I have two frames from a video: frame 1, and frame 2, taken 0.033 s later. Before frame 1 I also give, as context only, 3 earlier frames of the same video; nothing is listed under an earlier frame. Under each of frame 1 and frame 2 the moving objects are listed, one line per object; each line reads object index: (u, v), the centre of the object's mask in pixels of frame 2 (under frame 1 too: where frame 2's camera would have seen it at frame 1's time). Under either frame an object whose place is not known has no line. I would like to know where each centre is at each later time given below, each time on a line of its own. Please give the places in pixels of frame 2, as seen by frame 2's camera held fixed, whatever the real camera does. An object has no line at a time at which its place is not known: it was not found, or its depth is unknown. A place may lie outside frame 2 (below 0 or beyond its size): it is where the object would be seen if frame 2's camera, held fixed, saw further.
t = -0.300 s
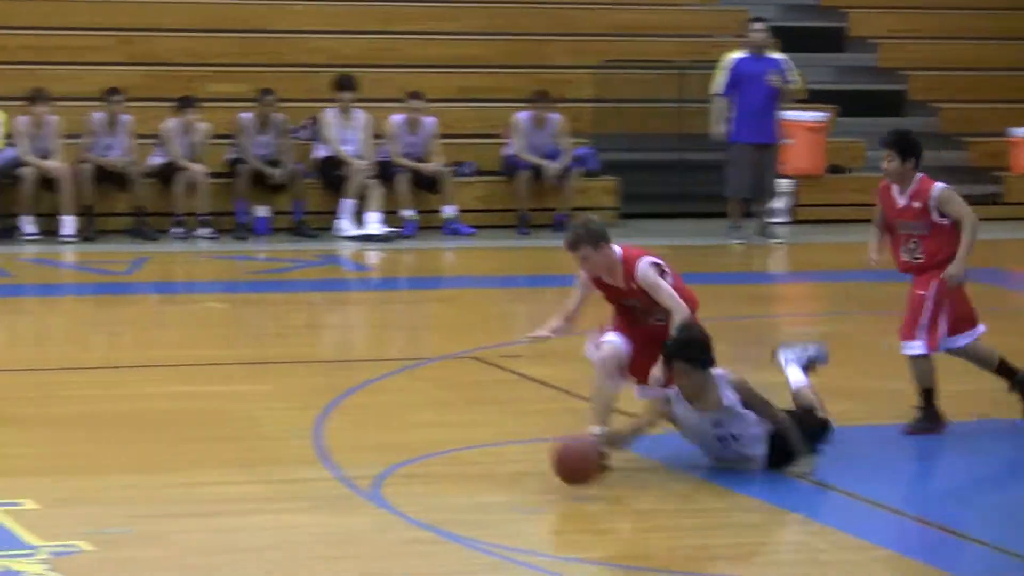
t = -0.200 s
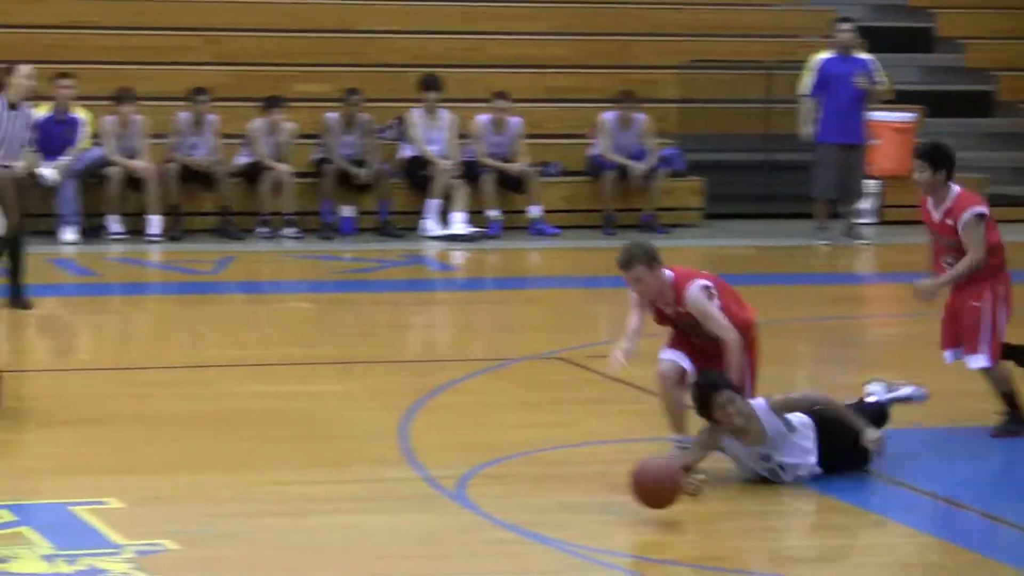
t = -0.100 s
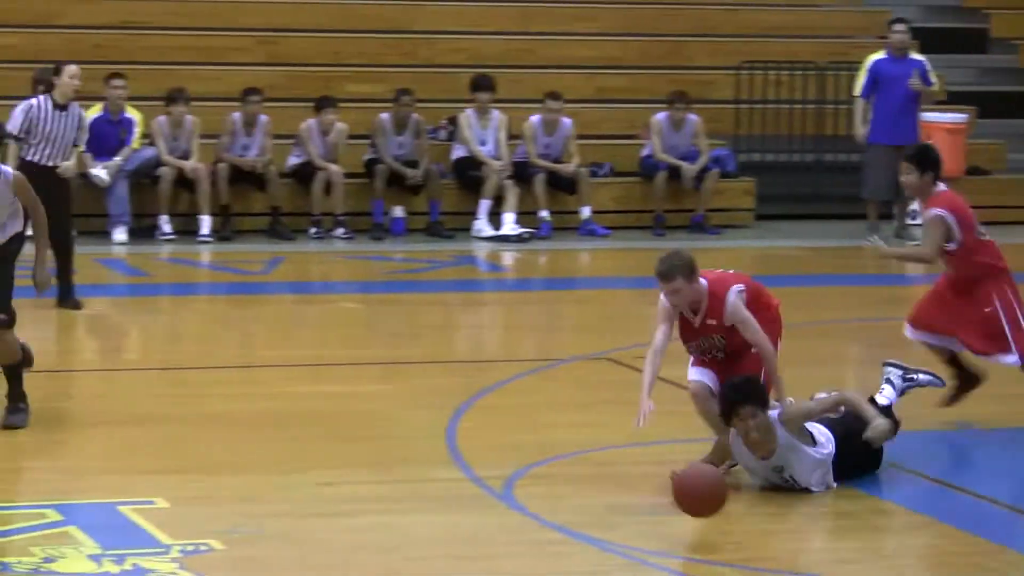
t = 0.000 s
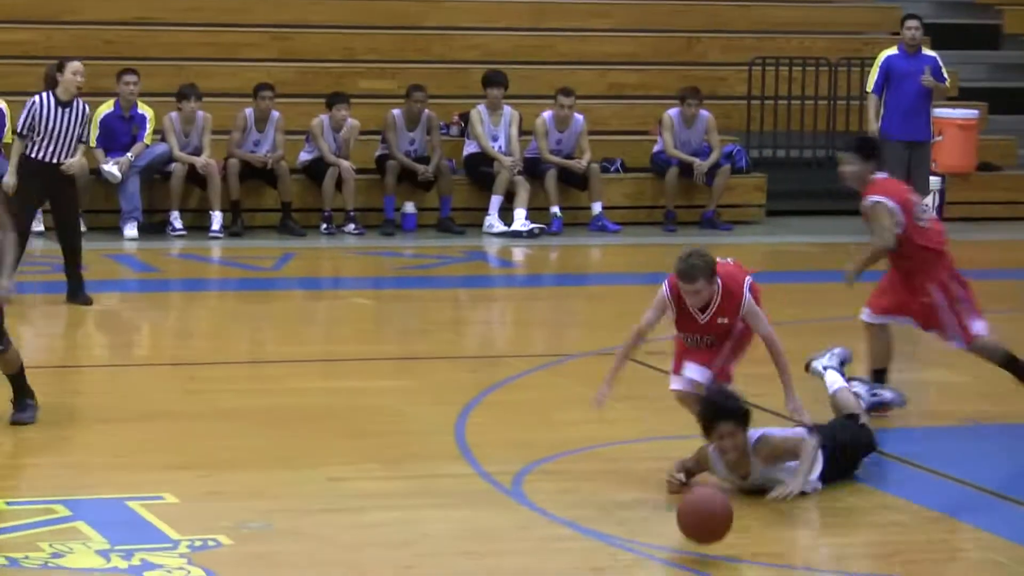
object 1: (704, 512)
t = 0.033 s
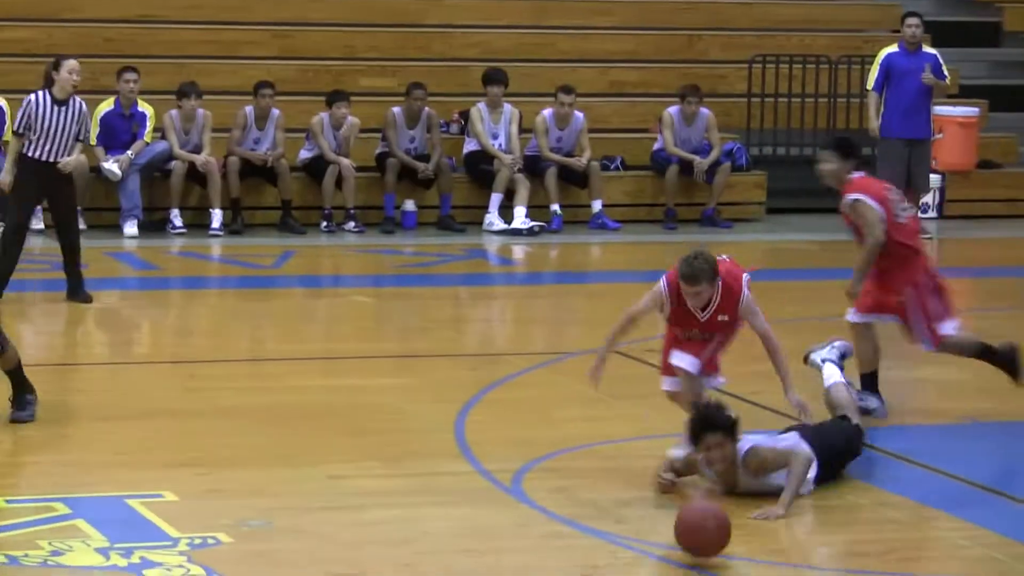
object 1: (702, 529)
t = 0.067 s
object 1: (701, 544)
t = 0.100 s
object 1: (700, 544)
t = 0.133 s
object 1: (699, 546)
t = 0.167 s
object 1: (698, 549)
